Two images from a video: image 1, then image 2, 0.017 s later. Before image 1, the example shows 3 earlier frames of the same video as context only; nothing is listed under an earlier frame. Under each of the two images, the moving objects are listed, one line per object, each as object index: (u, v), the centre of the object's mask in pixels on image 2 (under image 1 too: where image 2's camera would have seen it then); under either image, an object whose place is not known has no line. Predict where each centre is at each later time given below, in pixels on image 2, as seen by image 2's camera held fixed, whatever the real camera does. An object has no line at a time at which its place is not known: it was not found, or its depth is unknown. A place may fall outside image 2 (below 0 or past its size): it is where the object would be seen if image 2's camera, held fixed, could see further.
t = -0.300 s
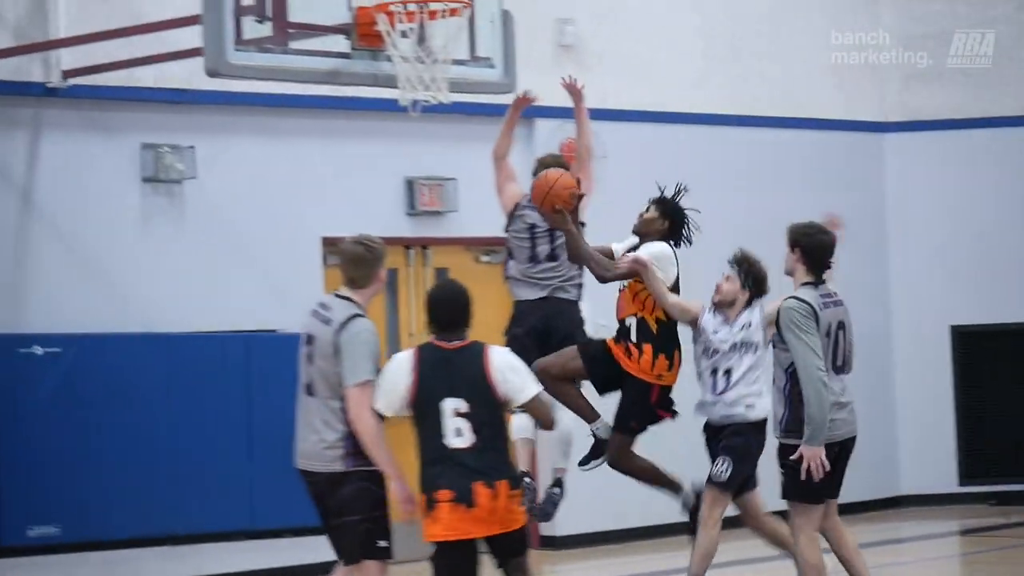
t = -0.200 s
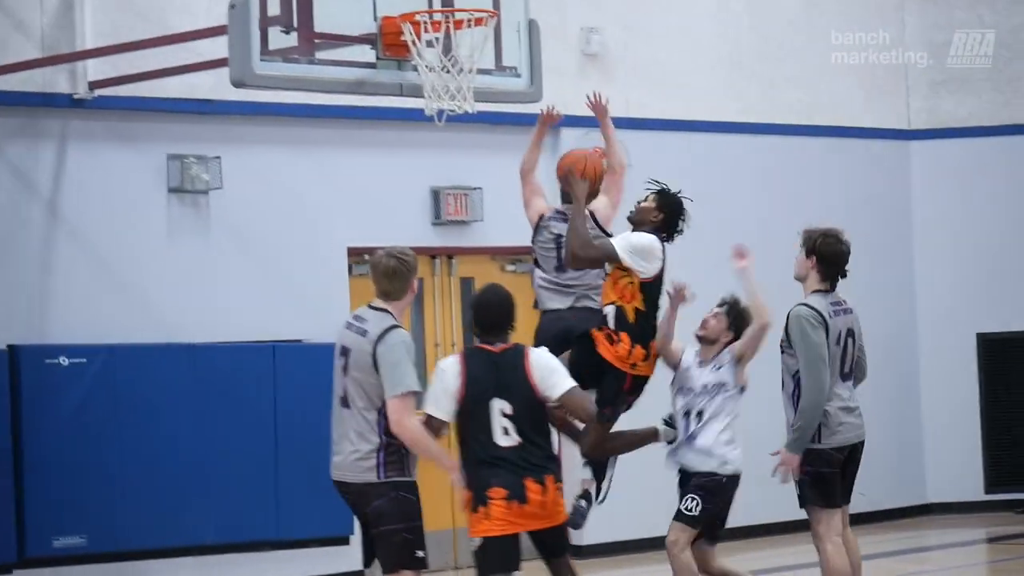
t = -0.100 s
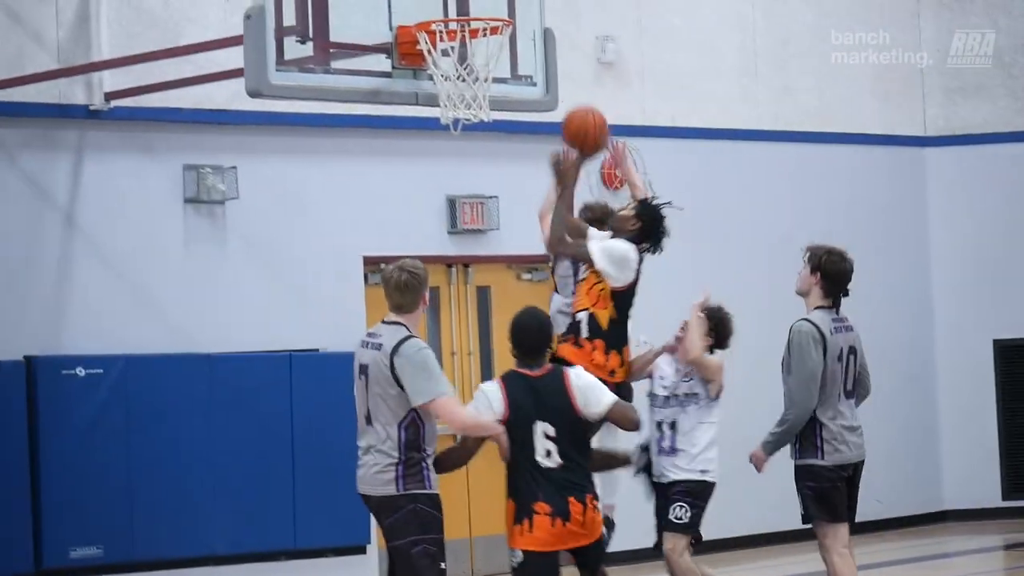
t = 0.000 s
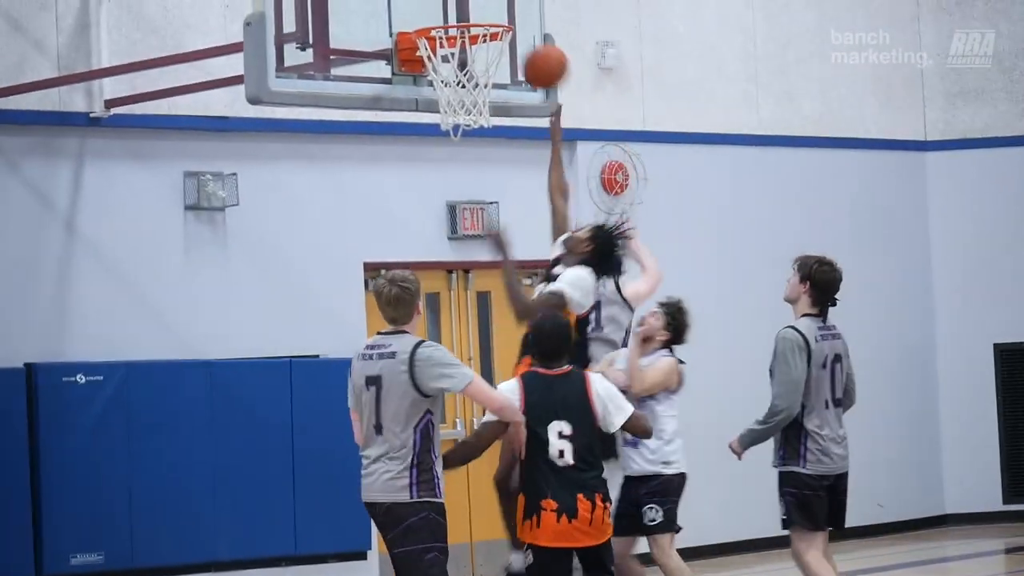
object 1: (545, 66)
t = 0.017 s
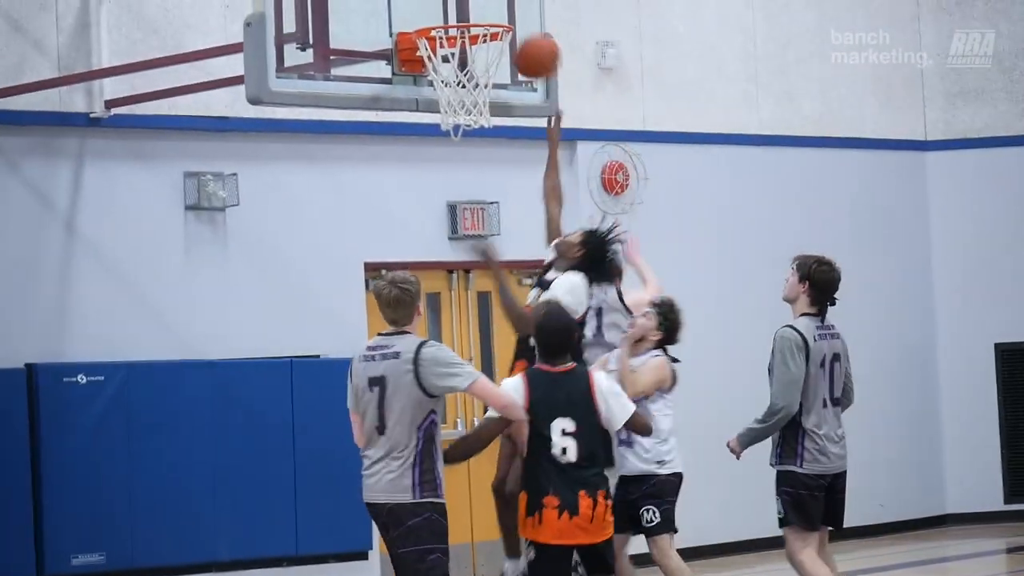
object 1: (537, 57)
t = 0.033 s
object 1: (530, 47)
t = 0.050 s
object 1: (524, 38)
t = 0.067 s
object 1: (517, 28)
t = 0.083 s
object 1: (506, 16)
